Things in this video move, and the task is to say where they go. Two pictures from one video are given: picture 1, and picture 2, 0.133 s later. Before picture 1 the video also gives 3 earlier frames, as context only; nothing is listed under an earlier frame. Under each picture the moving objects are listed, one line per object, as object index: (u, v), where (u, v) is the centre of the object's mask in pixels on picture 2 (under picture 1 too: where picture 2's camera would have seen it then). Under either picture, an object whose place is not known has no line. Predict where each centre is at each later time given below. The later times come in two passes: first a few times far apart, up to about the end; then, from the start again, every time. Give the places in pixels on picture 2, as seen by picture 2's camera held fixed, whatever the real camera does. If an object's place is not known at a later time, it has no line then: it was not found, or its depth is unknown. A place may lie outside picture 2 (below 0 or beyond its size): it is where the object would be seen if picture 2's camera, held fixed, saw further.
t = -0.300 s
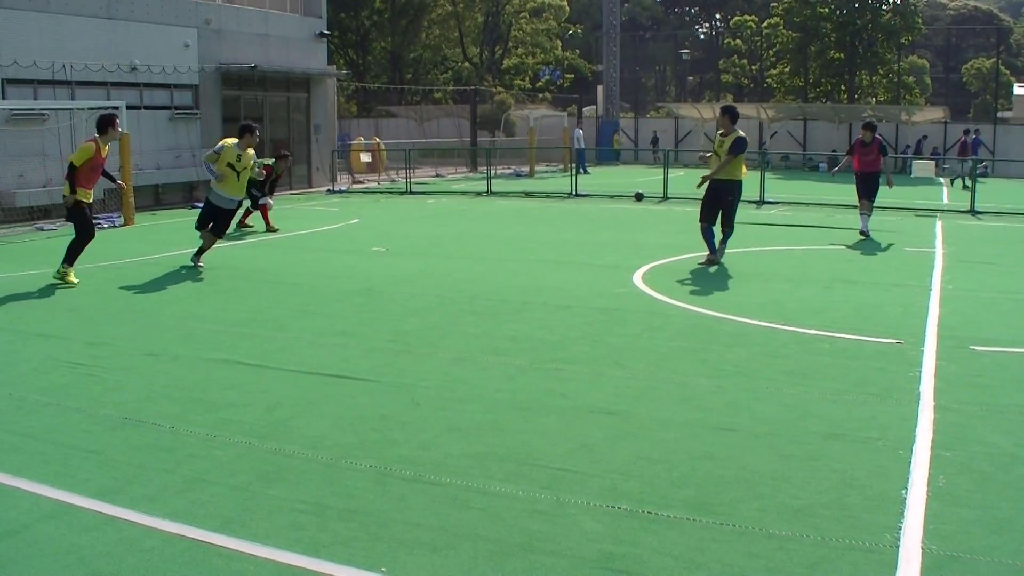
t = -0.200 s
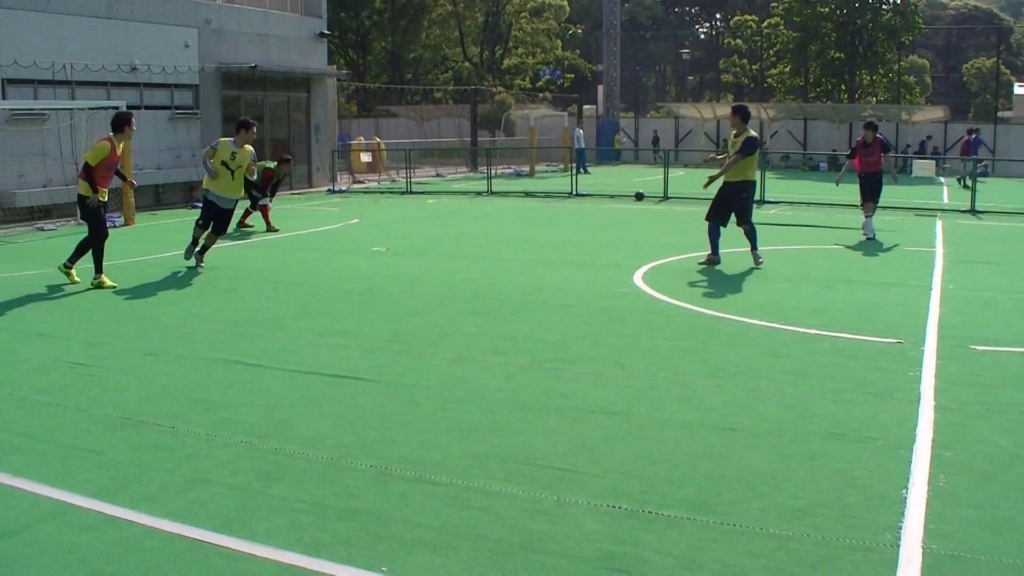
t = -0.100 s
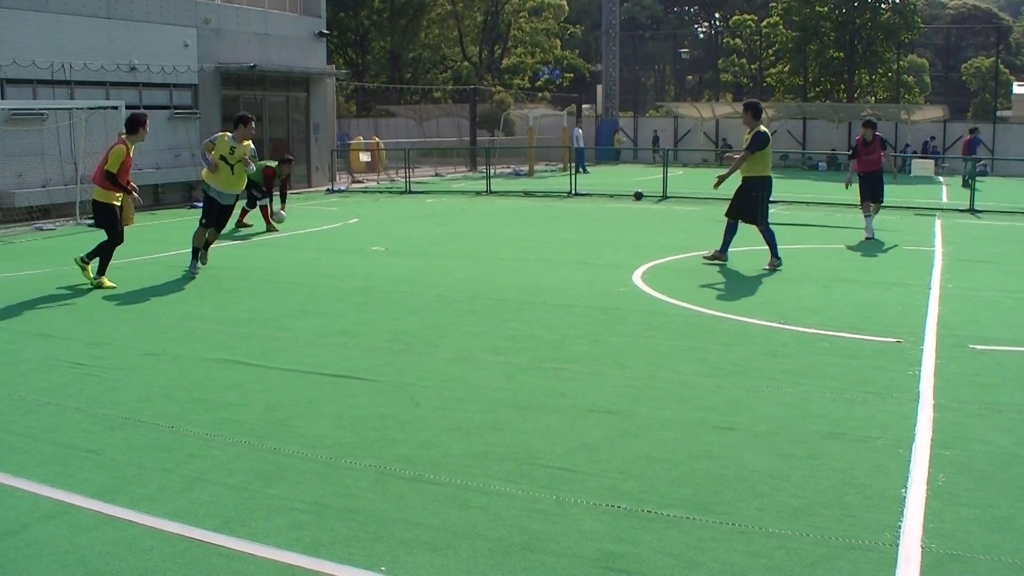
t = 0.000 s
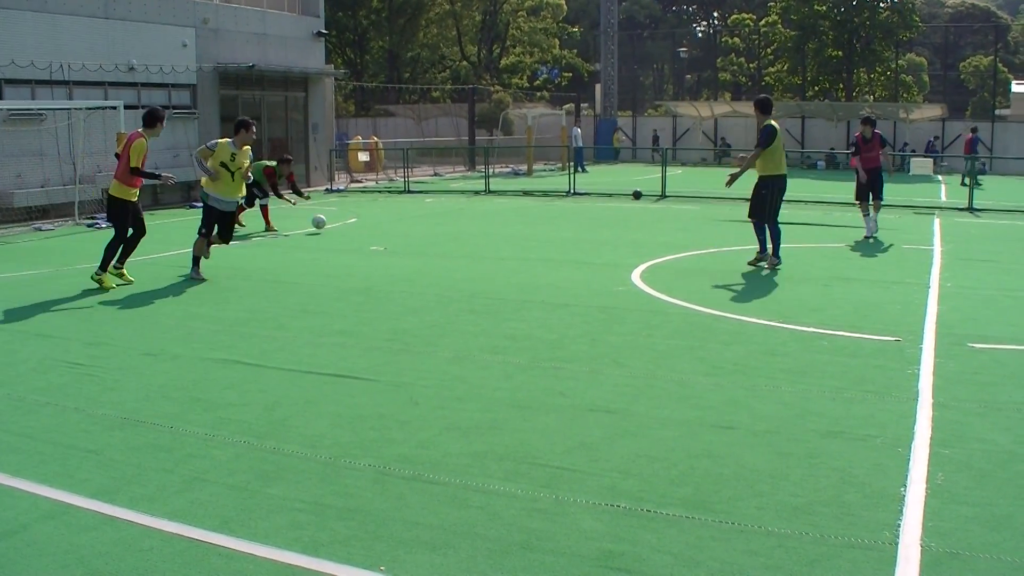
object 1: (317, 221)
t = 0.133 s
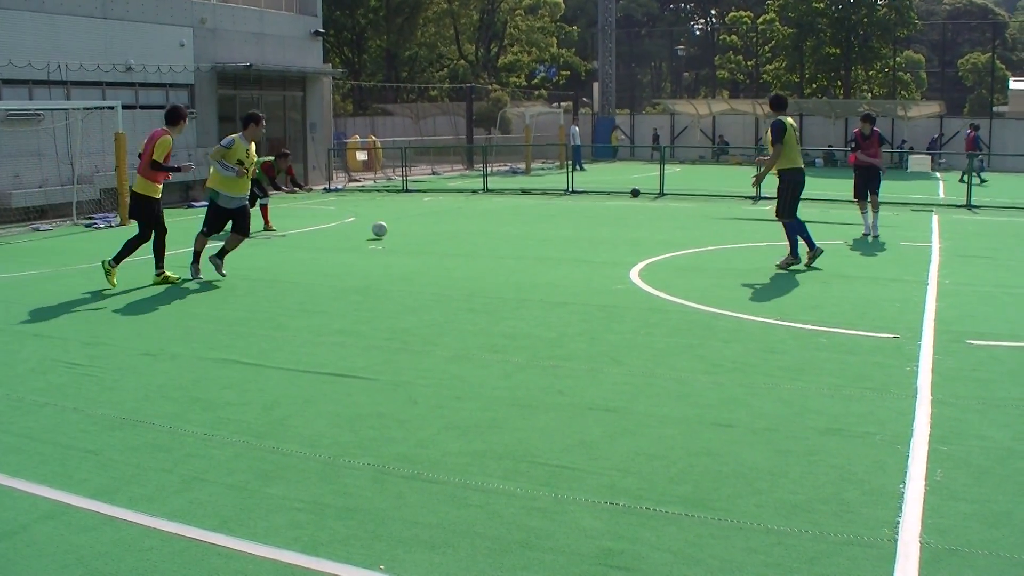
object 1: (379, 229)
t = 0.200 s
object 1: (411, 232)
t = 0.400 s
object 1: (505, 241)
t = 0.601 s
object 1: (597, 250)
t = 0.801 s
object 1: (694, 259)
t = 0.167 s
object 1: (395, 230)
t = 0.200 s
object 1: (411, 232)
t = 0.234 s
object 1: (427, 234)
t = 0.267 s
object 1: (443, 235)
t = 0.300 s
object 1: (458, 236)
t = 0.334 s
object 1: (474, 239)
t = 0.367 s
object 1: (490, 240)
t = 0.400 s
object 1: (505, 241)
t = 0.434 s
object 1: (521, 242)
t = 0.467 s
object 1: (536, 245)
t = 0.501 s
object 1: (551, 245)
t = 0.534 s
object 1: (566, 246)
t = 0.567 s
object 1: (581, 248)
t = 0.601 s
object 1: (597, 250)
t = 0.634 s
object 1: (613, 251)
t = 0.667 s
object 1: (629, 253)
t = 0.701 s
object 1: (644, 254)
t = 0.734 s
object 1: (661, 255)
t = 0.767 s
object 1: (678, 258)
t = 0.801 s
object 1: (694, 259)
